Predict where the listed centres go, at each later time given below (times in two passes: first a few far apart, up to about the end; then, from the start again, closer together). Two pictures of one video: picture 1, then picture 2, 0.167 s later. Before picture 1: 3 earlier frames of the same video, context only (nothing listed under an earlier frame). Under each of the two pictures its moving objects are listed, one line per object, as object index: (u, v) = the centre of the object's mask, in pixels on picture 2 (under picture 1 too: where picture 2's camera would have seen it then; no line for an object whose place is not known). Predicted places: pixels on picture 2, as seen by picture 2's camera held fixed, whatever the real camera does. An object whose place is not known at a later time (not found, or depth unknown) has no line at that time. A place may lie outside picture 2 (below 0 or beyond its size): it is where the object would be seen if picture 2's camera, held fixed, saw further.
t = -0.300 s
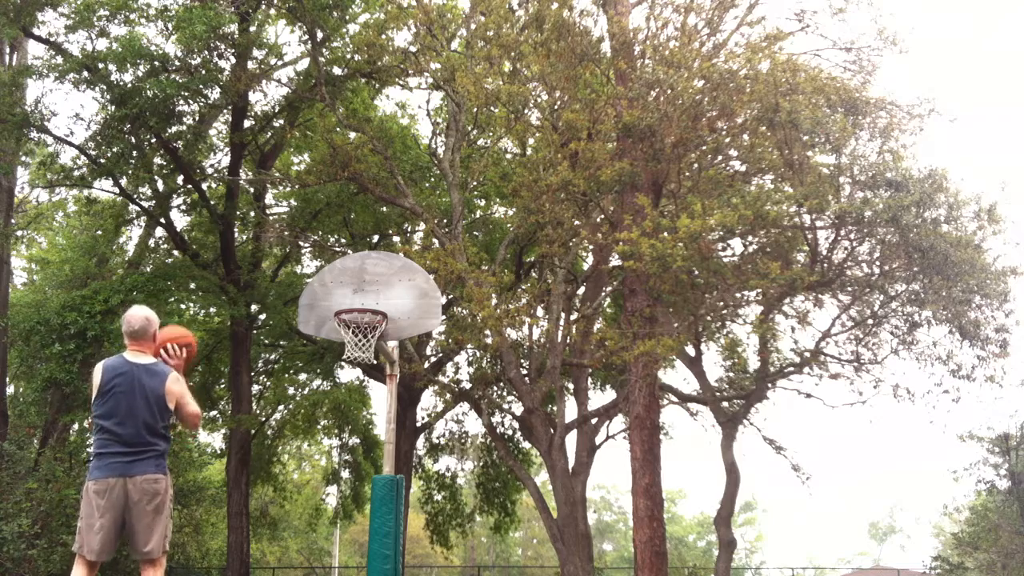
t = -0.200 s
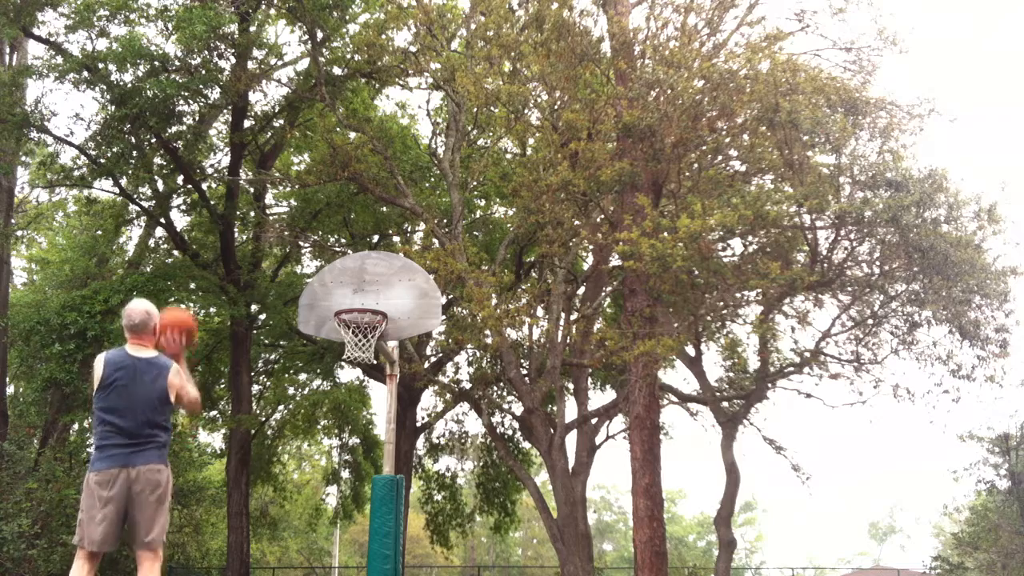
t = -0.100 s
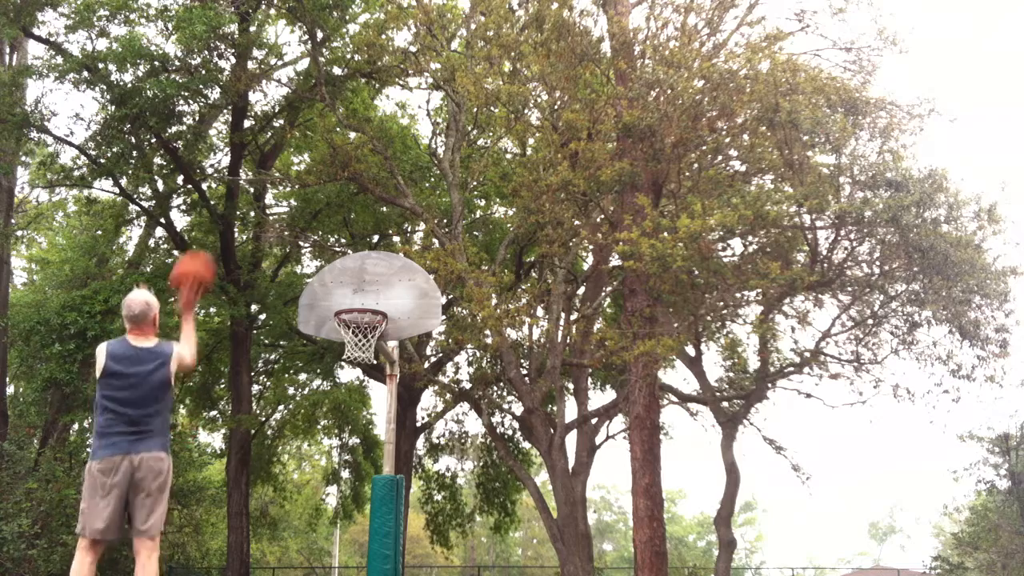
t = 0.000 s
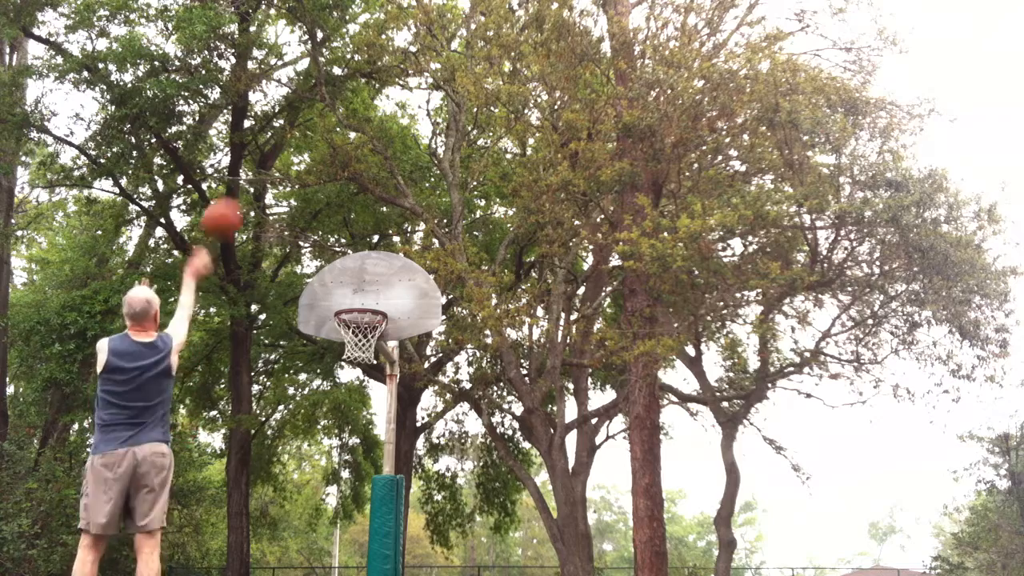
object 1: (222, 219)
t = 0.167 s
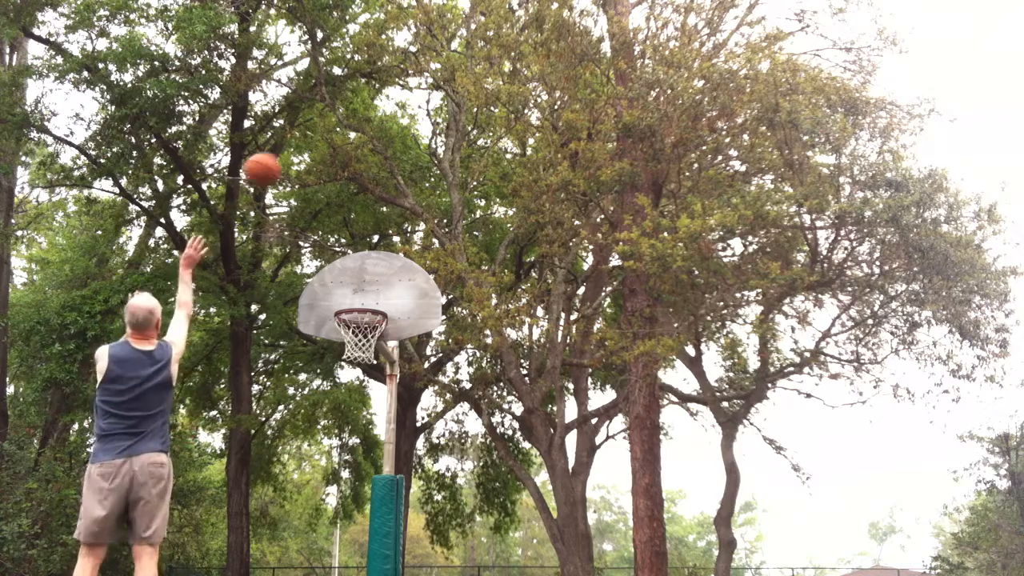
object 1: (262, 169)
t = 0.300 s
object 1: (287, 159)
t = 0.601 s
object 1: (329, 208)
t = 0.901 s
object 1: (359, 326)
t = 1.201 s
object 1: (380, 433)
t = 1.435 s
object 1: (395, 569)
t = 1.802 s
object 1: (421, 526)
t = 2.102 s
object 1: (437, 492)
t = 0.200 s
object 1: (269, 164)
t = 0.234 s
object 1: (275, 162)
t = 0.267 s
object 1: (281, 160)
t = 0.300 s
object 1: (287, 159)
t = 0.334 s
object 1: (292, 161)
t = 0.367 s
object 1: (297, 162)
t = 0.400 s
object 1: (303, 166)
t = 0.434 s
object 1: (308, 171)
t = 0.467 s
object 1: (313, 176)
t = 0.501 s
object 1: (316, 181)
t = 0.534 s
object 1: (321, 189)
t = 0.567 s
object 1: (325, 197)
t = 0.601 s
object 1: (329, 208)
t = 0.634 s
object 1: (333, 217)
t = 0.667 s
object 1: (337, 228)
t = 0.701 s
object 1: (340, 241)
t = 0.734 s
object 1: (344, 255)
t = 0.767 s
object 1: (347, 268)
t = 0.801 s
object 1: (350, 282)
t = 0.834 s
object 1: (353, 298)
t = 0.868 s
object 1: (358, 320)
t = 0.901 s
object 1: (359, 326)
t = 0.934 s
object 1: (360, 343)
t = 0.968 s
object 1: (364, 349)
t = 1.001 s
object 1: (366, 357)
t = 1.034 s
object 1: (369, 364)
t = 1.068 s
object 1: (372, 374)
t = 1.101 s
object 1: (372, 385)
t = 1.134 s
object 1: (374, 402)
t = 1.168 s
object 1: (377, 417)
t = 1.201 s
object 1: (380, 433)
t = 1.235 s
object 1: (381, 447)
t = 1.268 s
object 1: (384, 465)
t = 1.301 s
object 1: (386, 486)
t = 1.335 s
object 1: (389, 506)
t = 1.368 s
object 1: (390, 530)
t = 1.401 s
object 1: (392, 554)
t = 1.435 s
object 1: (395, 569)
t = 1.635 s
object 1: (409, 572)
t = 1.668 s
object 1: (411, 567)
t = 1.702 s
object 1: (413, 560)
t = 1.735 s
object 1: (416, 548)
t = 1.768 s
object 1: (418, 536)
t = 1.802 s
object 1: (421, 526)
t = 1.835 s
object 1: (423, 516)
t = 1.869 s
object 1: (425, 509)
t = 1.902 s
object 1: (427, 503)
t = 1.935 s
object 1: (428, 499)
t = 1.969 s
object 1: (430, 494)
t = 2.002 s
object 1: (433, 492)
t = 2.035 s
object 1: (434, 491)
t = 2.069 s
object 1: (436, 492)
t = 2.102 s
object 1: (437, 492)
